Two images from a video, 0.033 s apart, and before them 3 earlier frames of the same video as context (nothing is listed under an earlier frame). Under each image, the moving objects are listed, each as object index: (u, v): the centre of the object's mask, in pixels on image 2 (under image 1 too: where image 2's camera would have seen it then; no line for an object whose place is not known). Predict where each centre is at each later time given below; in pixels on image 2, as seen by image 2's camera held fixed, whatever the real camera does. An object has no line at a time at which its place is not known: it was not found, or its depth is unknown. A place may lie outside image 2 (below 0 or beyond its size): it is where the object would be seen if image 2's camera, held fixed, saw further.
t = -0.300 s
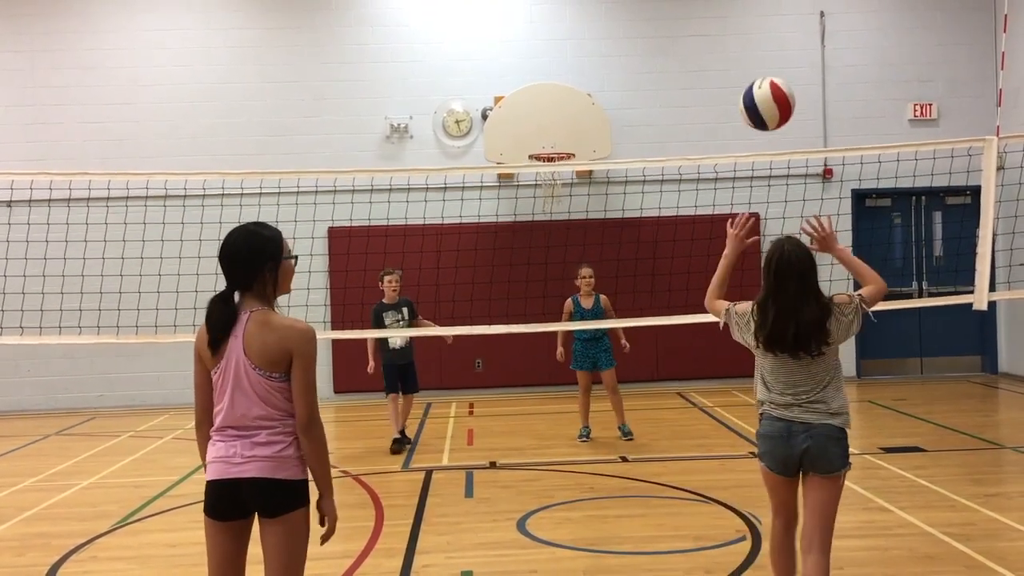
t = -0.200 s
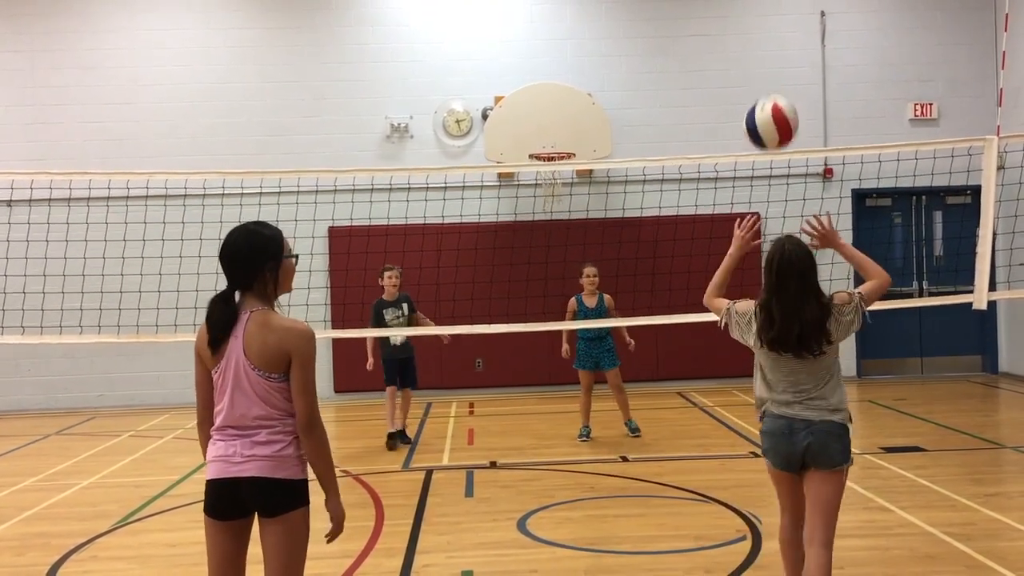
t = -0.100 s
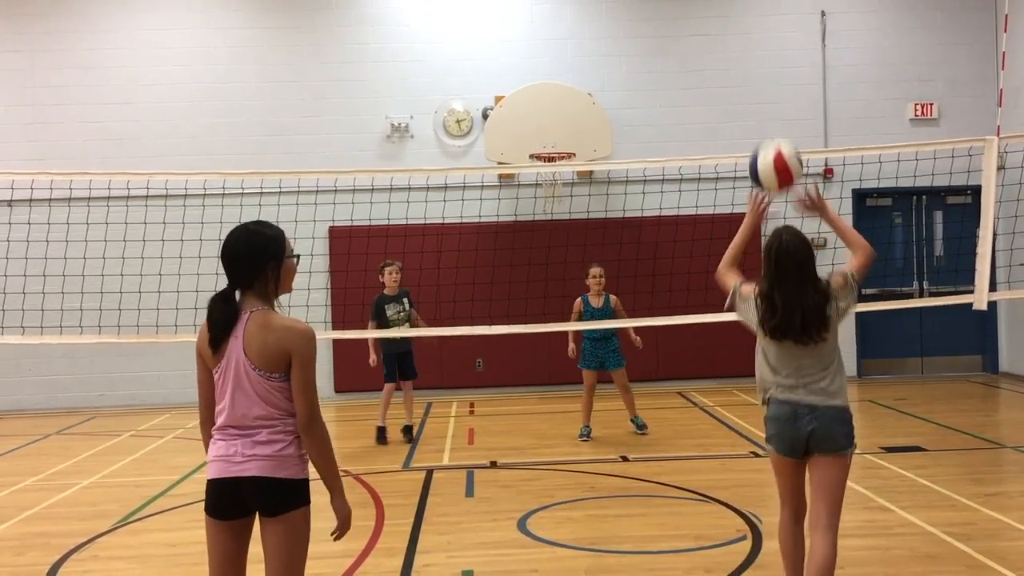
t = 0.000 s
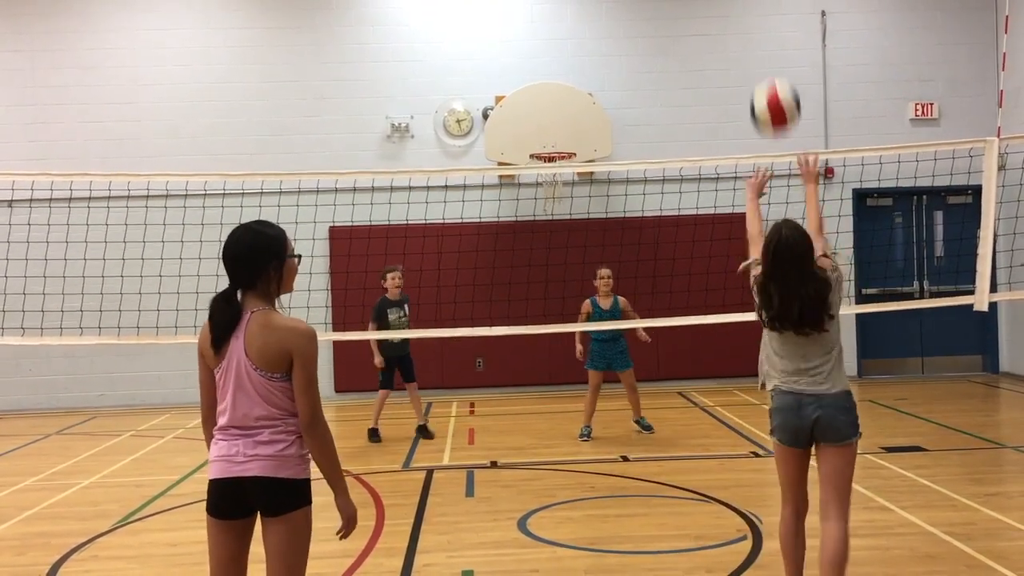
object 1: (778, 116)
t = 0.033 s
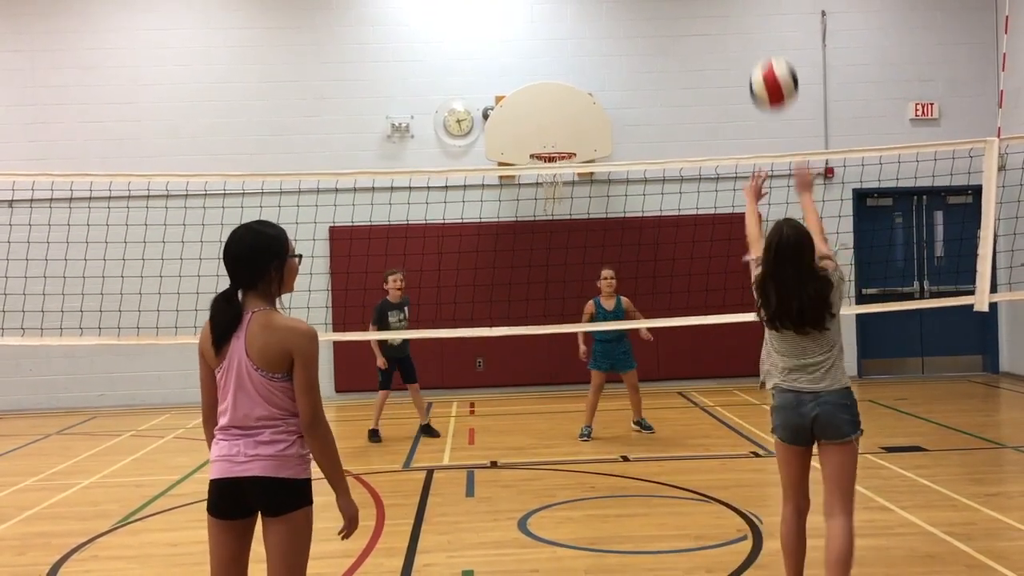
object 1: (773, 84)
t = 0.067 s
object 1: (773, 62)
